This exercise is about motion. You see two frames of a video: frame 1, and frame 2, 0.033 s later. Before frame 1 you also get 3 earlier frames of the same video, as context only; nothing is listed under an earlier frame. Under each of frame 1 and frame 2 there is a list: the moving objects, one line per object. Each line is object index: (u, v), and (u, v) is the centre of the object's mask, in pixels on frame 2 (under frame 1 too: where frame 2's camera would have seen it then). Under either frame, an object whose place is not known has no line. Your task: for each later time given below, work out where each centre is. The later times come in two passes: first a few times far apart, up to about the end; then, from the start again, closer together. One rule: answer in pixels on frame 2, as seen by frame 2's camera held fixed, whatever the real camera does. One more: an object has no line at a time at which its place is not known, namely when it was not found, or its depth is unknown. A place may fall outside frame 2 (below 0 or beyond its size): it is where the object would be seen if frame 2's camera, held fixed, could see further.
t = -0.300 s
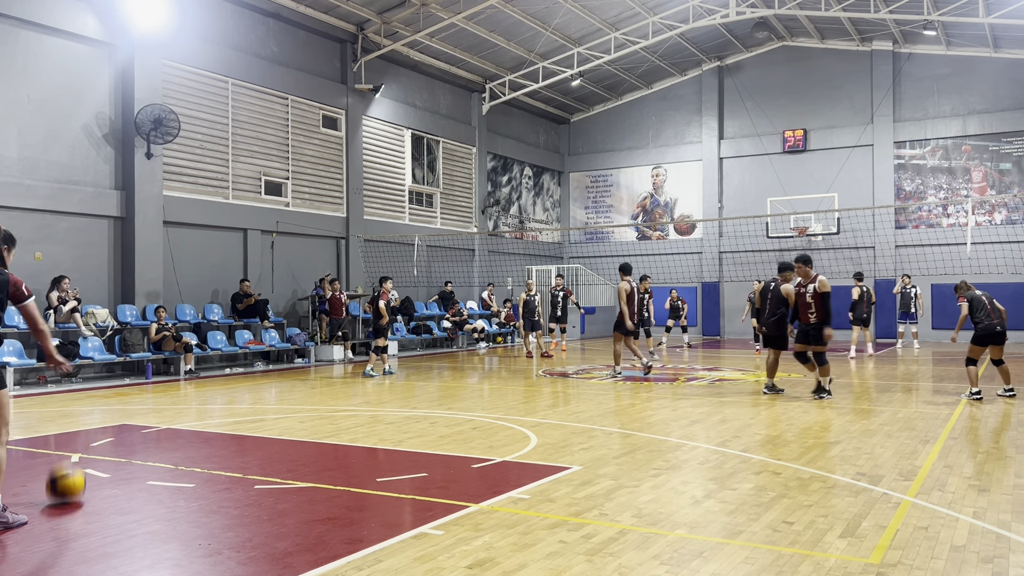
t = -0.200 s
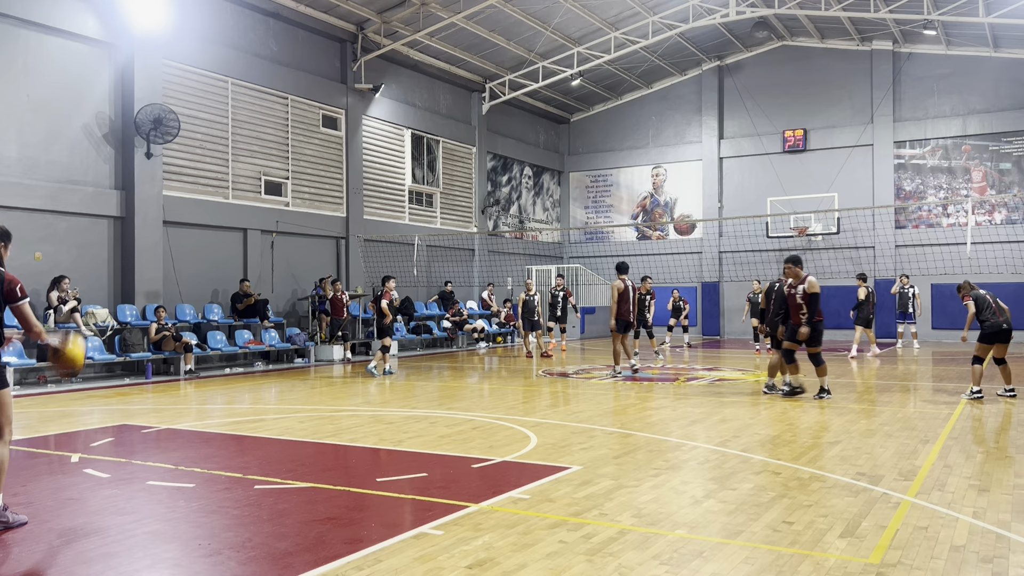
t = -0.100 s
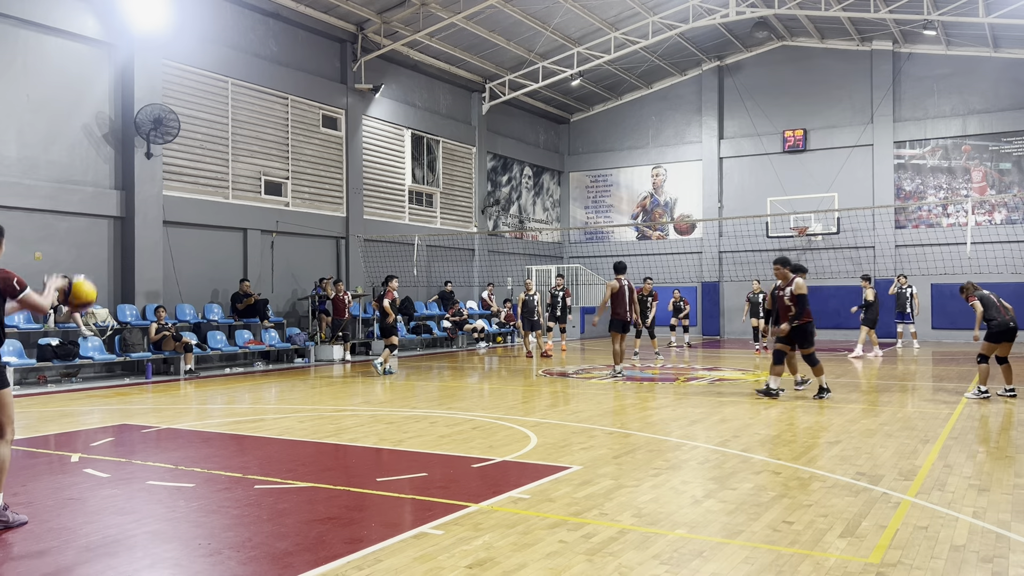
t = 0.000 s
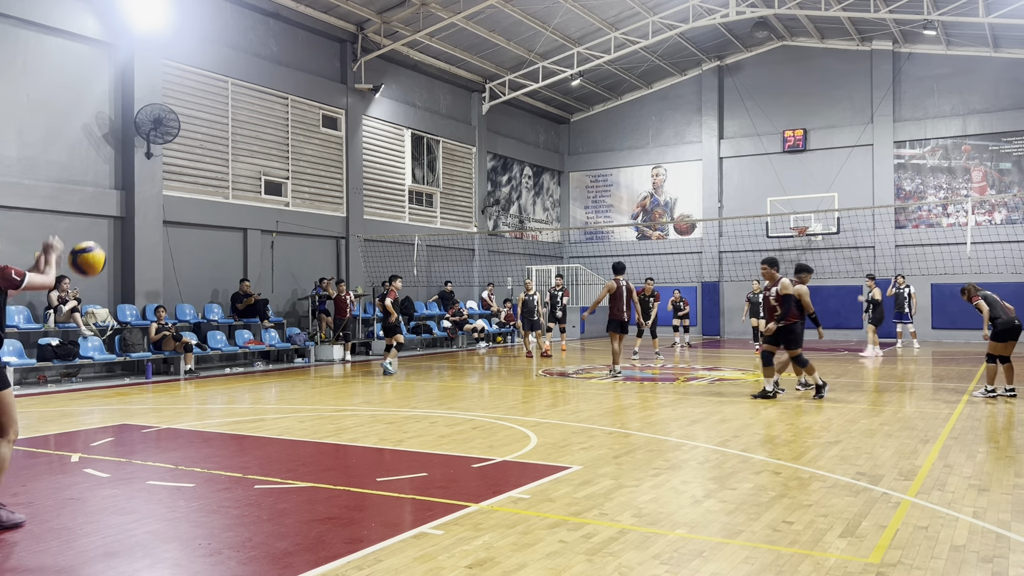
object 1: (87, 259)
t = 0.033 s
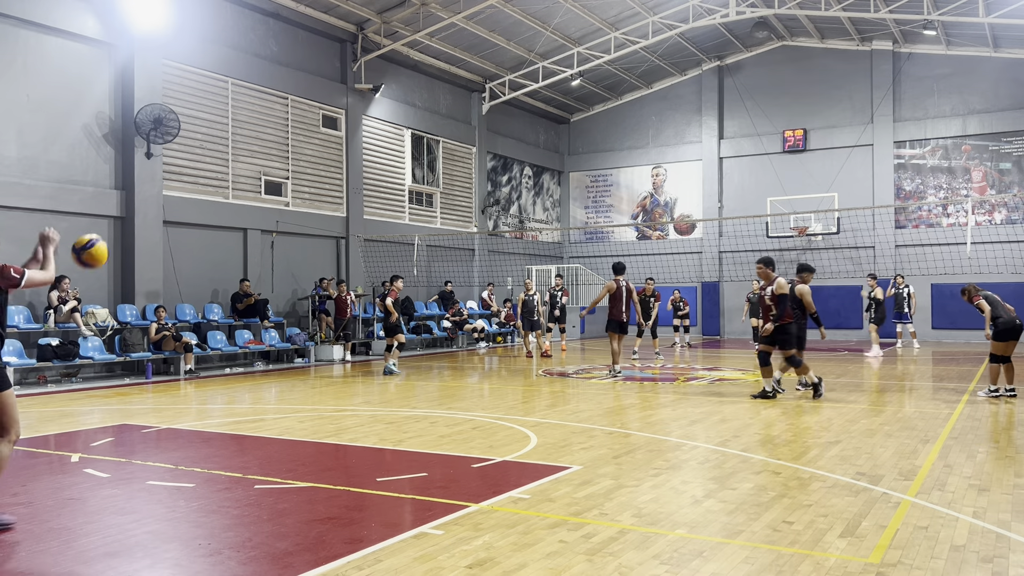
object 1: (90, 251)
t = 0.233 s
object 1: (108, 241)
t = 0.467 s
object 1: (126, 302)
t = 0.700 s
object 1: (144, 432)
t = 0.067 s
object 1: (93, 245)
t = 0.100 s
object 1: (96, 241)
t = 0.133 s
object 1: (99, 239)
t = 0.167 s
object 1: (102, 238)
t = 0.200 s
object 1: (105, 239)
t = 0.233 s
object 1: (108, 241)
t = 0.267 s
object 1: (110, 246)
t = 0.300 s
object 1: (113, 251)
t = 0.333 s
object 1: (116, 259)
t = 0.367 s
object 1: (118, 267)
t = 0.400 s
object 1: (121, 278)
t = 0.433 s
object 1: (123, 289)
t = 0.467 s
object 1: (126, 302)
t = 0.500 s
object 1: (128, 316)
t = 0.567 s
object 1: (134, 349)
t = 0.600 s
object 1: (136, 367)
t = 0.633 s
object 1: (138, 387)
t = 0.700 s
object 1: (144, 432)
